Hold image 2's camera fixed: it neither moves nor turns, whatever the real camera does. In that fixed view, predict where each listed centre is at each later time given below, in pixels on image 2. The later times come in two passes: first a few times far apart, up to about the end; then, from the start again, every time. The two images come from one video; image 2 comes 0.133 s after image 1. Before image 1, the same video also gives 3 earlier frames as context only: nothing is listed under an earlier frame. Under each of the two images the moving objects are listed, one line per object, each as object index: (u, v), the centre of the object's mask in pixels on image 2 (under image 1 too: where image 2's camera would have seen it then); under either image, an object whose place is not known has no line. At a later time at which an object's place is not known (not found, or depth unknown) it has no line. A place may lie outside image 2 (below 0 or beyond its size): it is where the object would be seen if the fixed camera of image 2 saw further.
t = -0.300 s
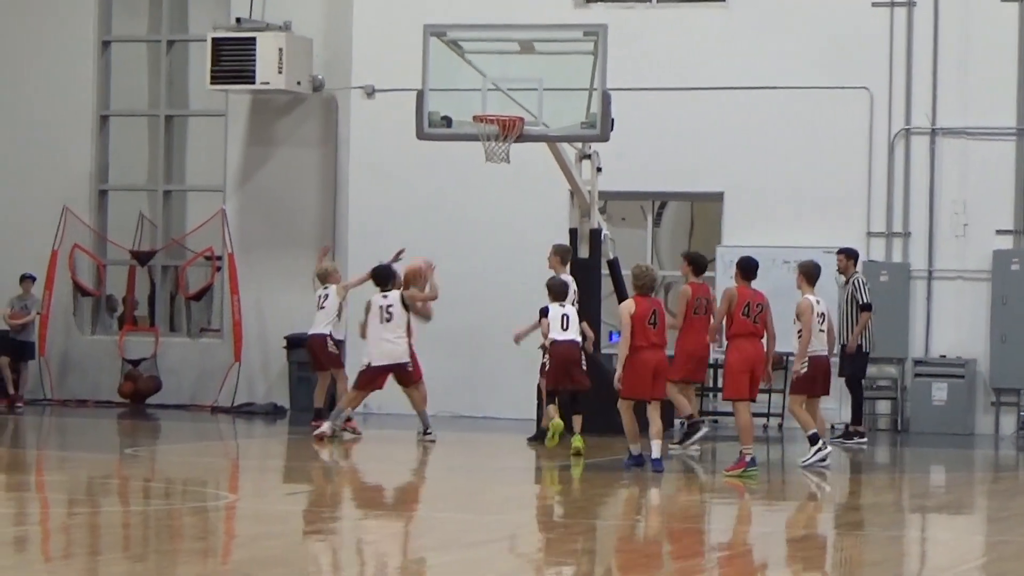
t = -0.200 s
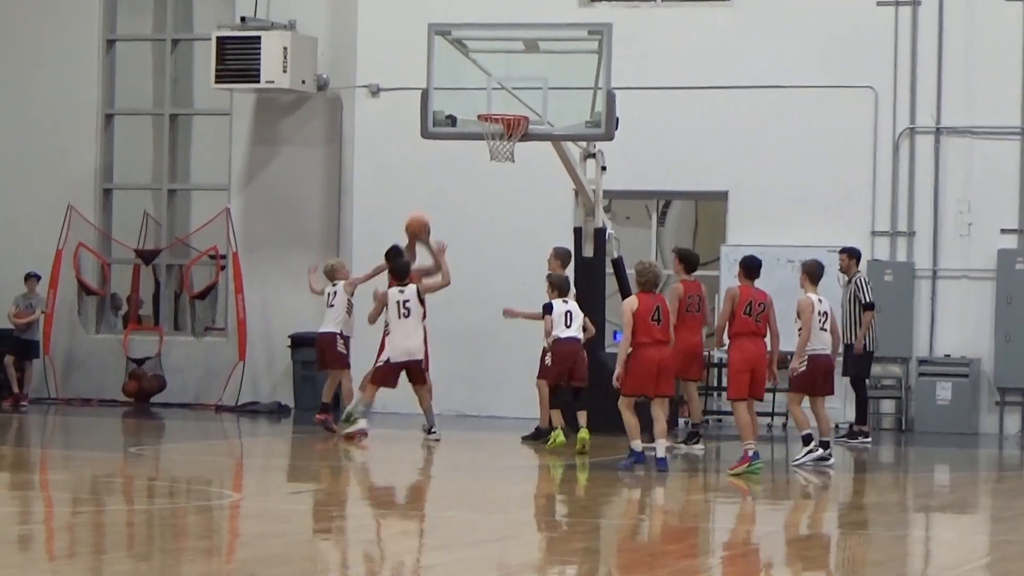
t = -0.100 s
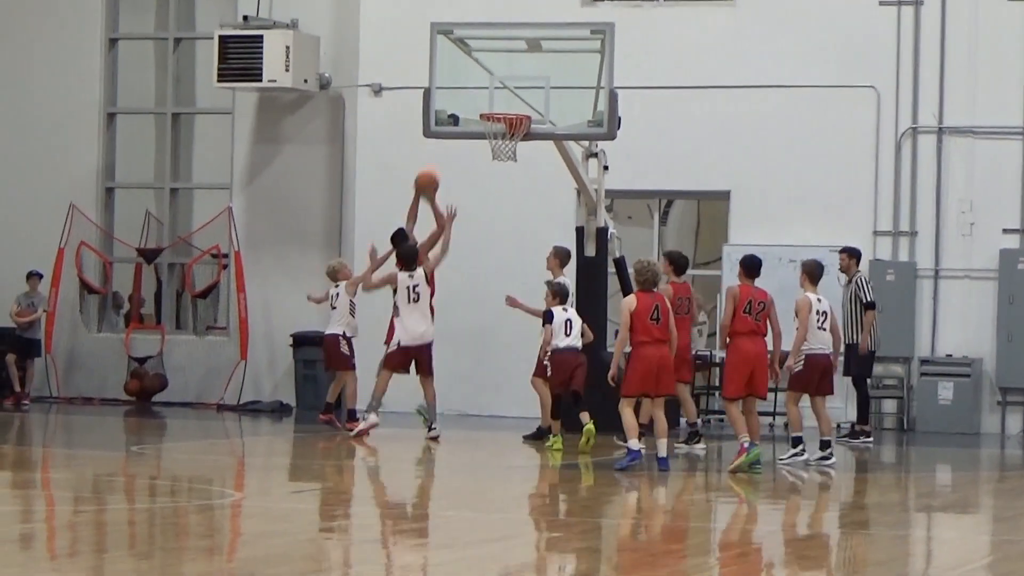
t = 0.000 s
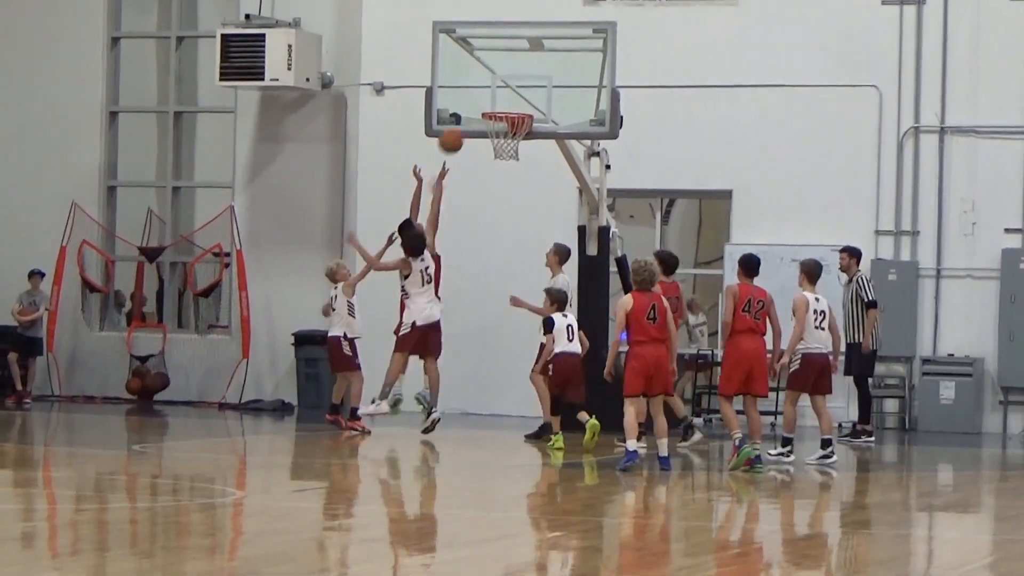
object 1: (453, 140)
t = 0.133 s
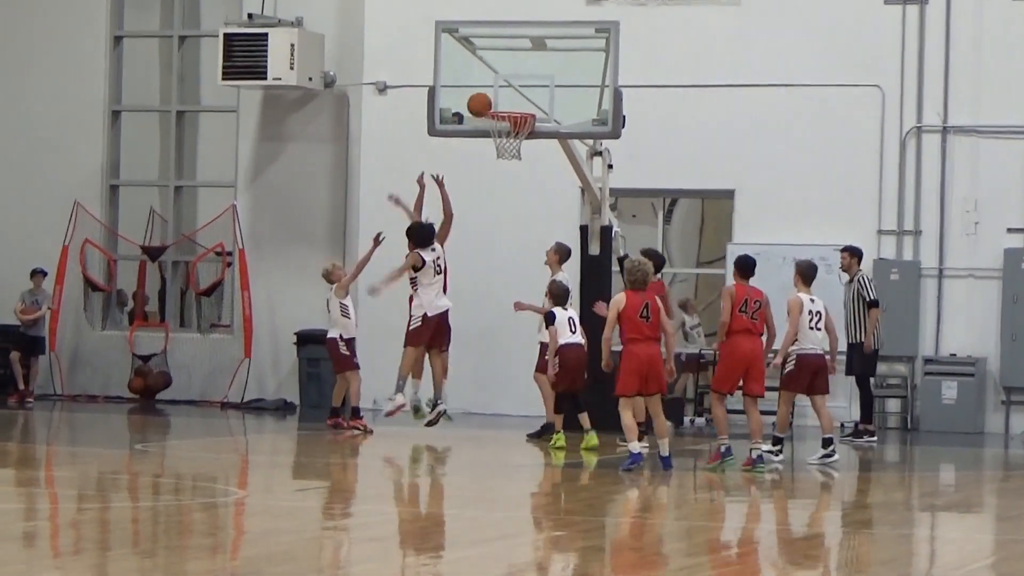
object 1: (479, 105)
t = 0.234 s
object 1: (484, 99)
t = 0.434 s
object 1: (494, 102)
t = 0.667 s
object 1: (514, 133)
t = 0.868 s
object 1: (516, 156)
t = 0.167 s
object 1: (481, 102)
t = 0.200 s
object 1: (483, 100)
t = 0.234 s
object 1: (484, 99)
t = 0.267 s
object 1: (485, 99)
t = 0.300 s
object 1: (487, 100)
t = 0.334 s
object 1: (489, 100)
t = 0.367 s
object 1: (491, 99)
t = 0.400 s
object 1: (493, 100)
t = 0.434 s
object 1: (494, 102)
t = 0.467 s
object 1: (497, 103)
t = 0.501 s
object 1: (500, 104)
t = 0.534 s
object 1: (503, 106)
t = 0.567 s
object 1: (506, 108)
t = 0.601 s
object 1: (509, 121)
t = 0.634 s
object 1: (513, 128)
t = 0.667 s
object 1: (514, 133)
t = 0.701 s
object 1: (517, 133)
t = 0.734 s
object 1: (518, 134)
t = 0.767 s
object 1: (518, 142)
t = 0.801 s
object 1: (518, 143)
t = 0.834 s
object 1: (518, 146)
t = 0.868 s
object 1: (516, 156)
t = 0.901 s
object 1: (516, 157)
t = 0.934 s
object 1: (515, 160)
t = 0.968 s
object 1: (513, 162)
